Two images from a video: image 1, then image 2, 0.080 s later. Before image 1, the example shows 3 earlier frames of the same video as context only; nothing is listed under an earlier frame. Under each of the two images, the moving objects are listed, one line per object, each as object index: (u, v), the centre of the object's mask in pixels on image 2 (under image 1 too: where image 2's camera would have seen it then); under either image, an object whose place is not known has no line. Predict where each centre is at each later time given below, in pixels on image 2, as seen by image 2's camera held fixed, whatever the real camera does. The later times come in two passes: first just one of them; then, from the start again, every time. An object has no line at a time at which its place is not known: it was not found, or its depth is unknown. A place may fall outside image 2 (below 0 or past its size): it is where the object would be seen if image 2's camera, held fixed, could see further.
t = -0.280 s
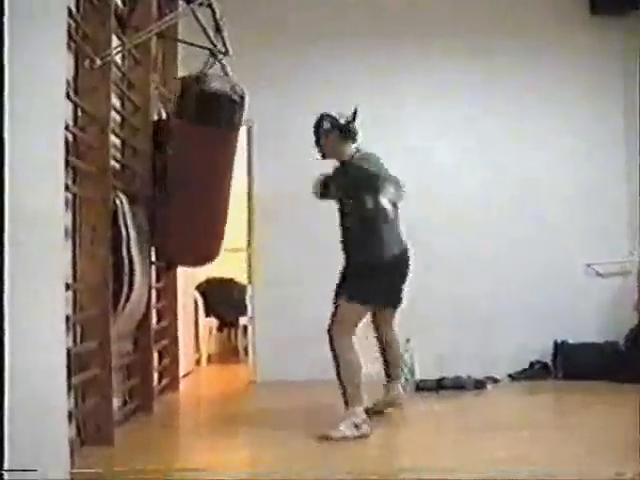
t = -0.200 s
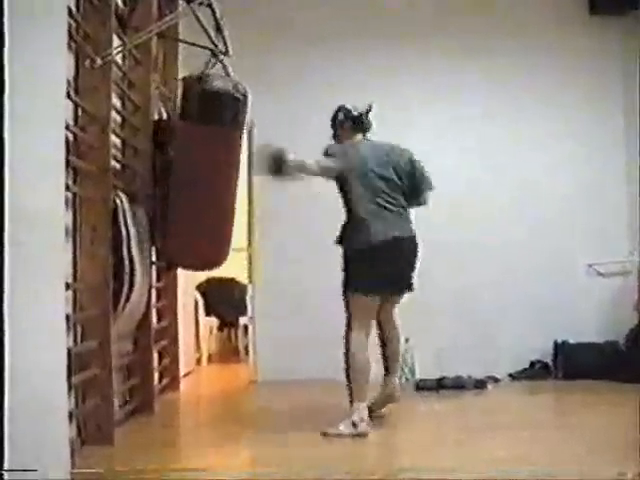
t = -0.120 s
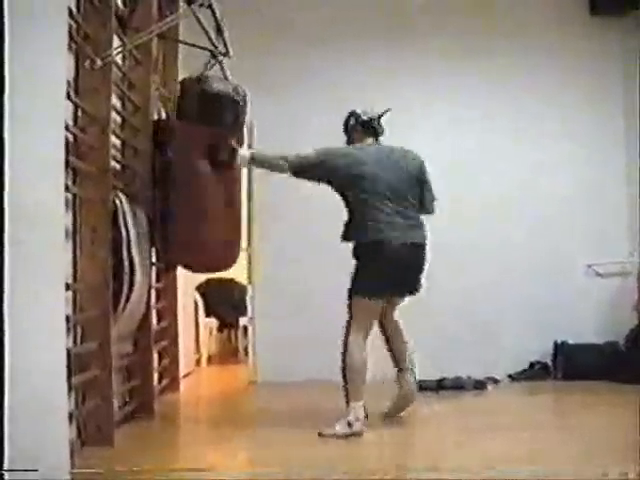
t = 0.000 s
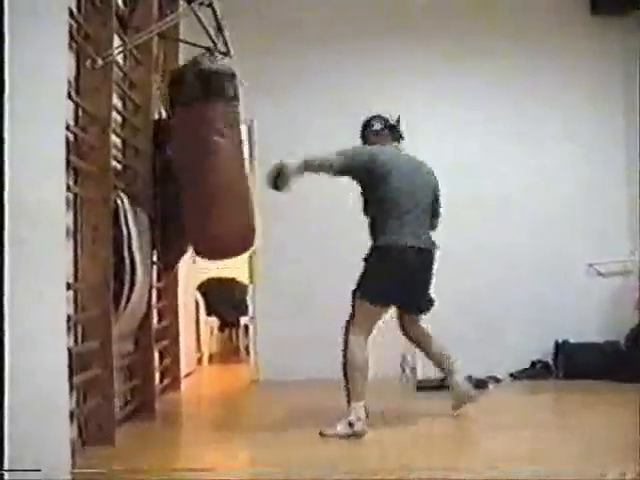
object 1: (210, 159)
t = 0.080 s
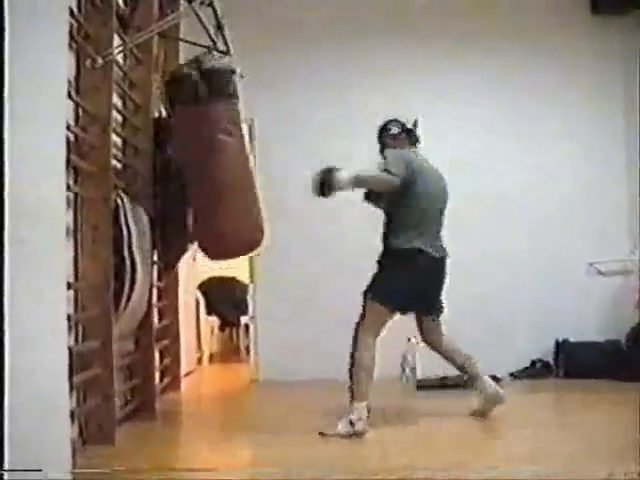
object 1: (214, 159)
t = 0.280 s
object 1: (236, 175)
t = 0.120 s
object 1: (216, 162)
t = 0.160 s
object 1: (218, 168)
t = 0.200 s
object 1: (225, 174)
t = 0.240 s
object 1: (232, 178)
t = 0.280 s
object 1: (236, 175)
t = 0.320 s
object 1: (237, 172)
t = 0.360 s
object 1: (238, 171)
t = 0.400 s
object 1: (240, 171)
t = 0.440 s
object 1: (240, 173)
